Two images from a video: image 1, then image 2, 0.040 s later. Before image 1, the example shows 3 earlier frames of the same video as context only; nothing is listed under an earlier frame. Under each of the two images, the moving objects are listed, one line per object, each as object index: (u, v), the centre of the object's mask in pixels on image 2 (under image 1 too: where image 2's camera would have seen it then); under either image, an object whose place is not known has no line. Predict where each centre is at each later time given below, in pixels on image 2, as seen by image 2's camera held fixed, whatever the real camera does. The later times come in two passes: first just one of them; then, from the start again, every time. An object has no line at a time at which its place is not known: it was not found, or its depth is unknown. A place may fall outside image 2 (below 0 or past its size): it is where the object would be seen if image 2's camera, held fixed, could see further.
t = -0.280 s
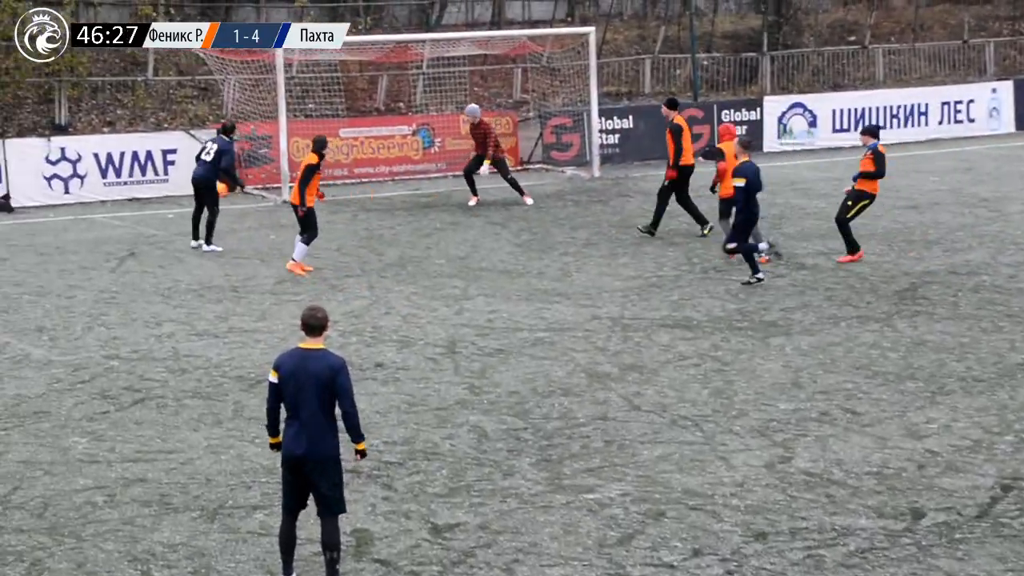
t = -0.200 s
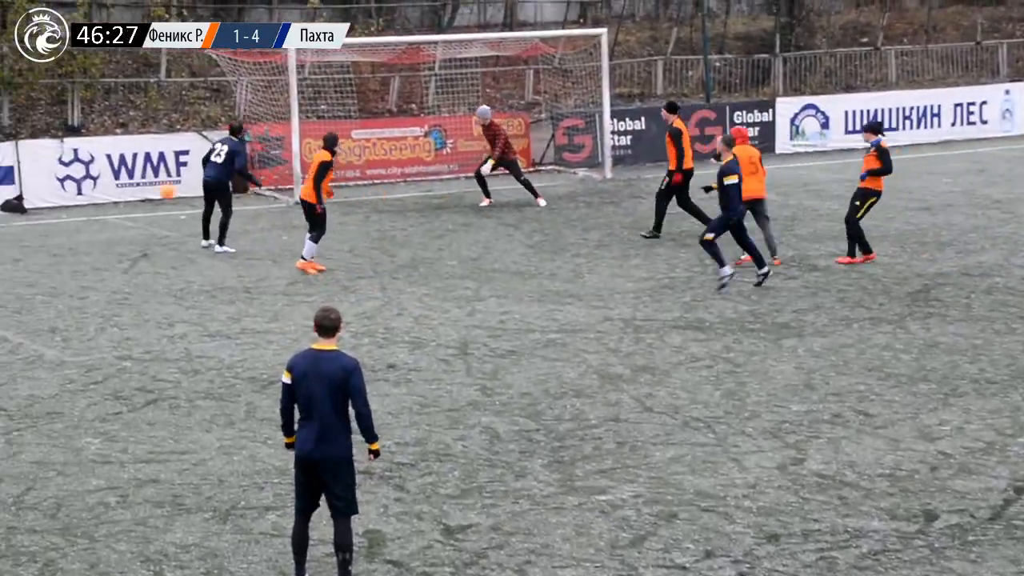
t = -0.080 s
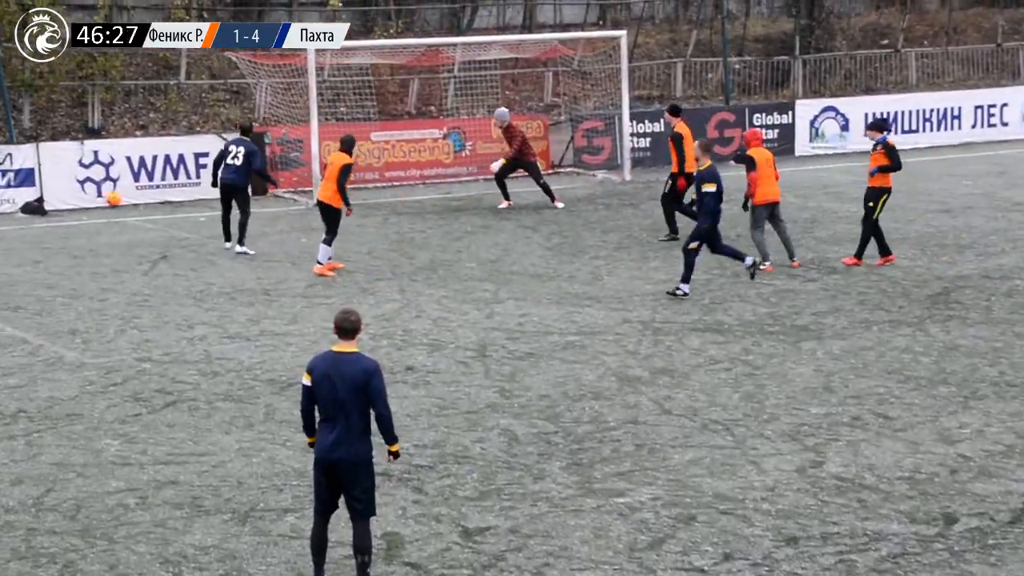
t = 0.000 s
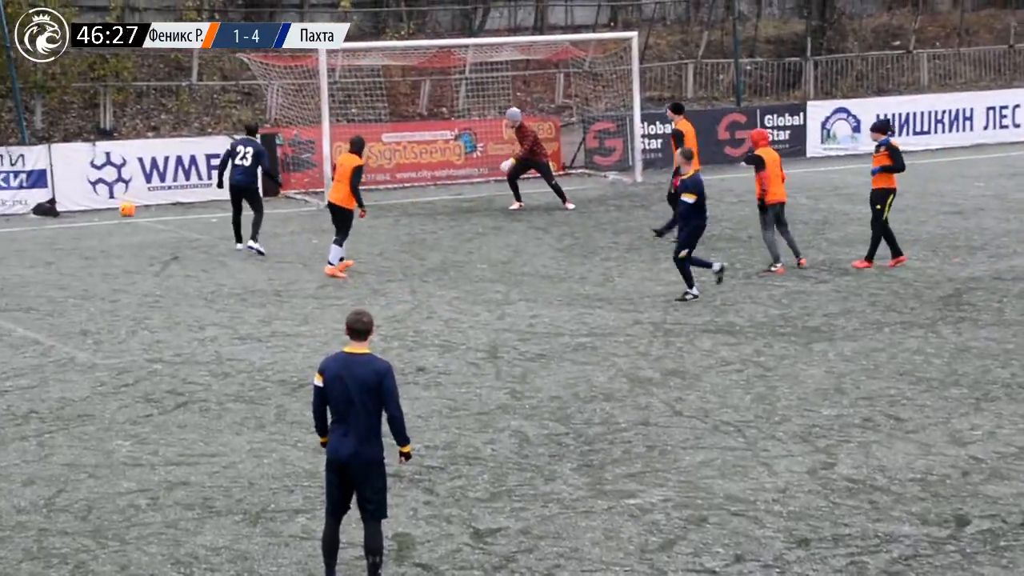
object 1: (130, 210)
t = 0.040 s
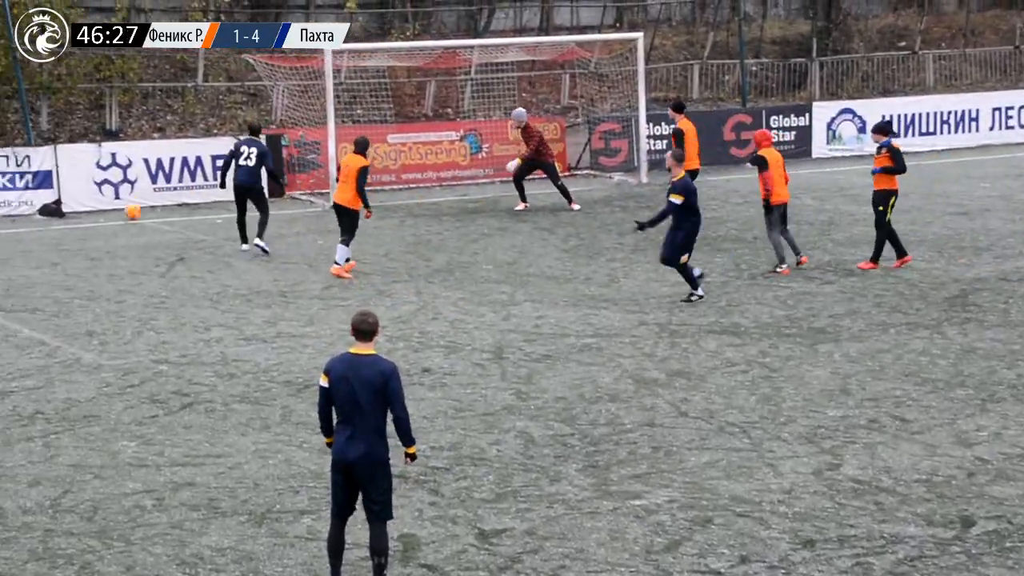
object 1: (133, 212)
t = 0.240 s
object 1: (141, 227)
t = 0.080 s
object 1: (134, 214)
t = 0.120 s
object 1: (137, 217)
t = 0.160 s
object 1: (138, 221)
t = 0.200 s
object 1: (140, 224)
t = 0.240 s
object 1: (141, 227)
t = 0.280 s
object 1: (142, 230)
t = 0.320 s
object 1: (143, 232)
